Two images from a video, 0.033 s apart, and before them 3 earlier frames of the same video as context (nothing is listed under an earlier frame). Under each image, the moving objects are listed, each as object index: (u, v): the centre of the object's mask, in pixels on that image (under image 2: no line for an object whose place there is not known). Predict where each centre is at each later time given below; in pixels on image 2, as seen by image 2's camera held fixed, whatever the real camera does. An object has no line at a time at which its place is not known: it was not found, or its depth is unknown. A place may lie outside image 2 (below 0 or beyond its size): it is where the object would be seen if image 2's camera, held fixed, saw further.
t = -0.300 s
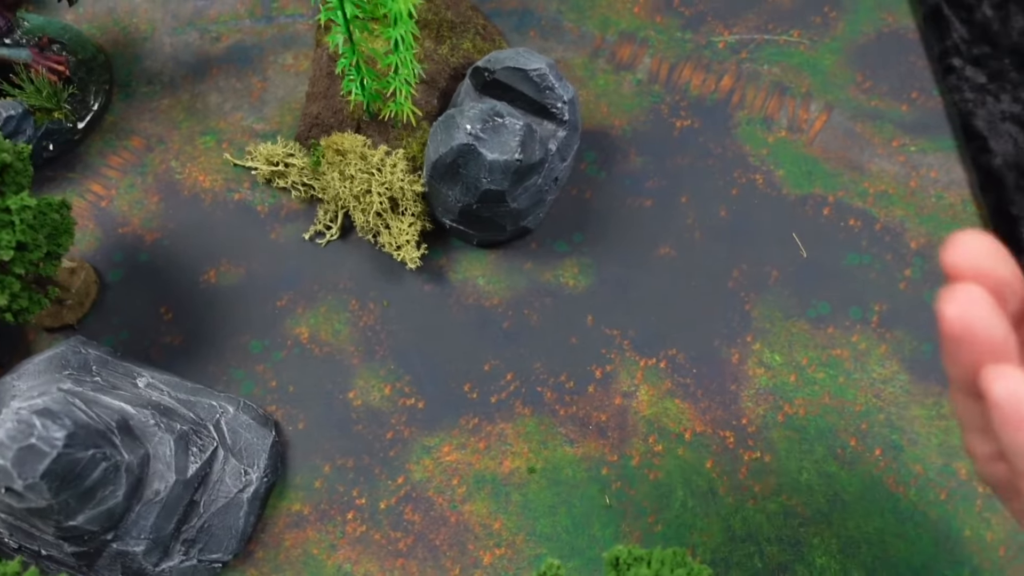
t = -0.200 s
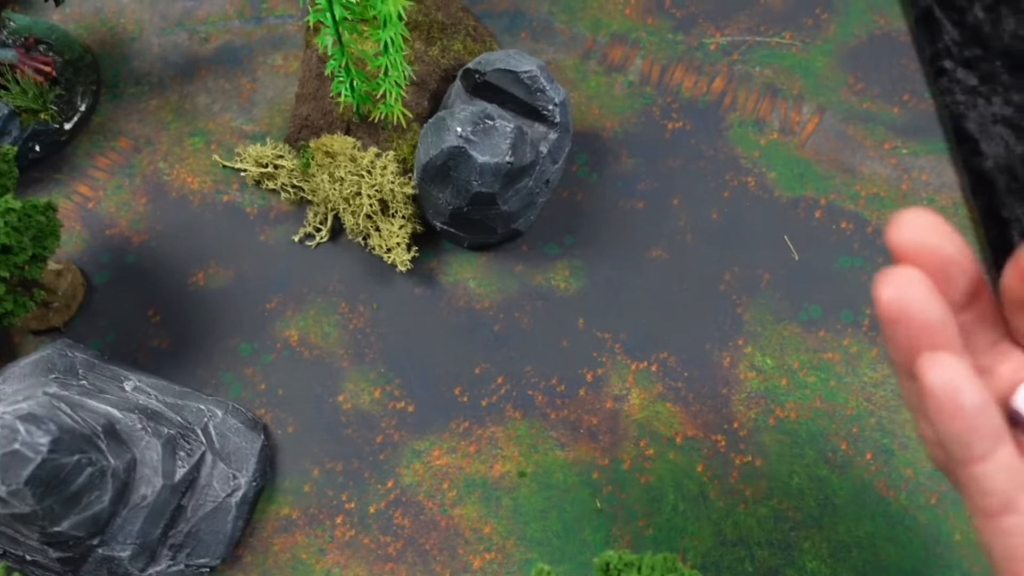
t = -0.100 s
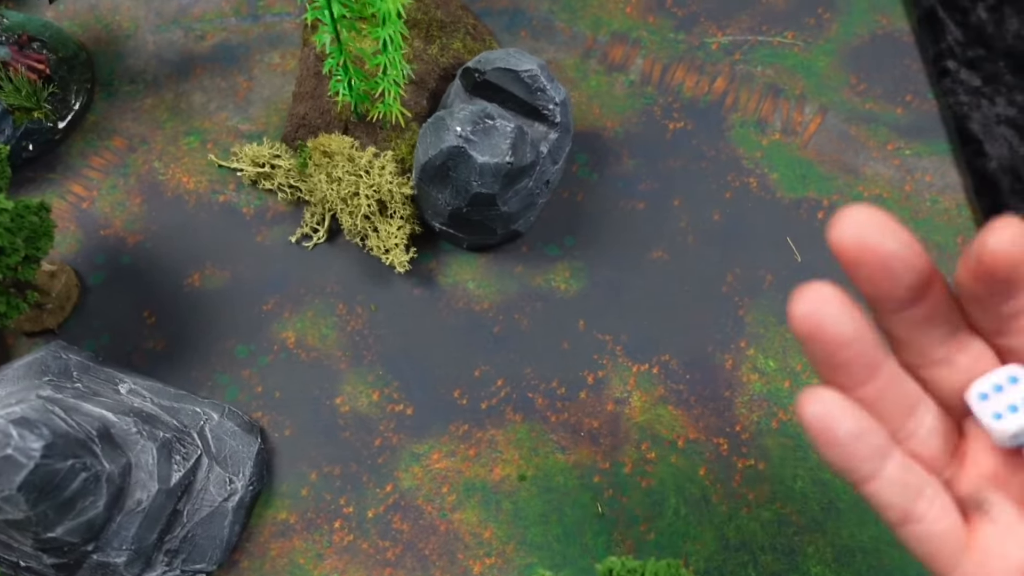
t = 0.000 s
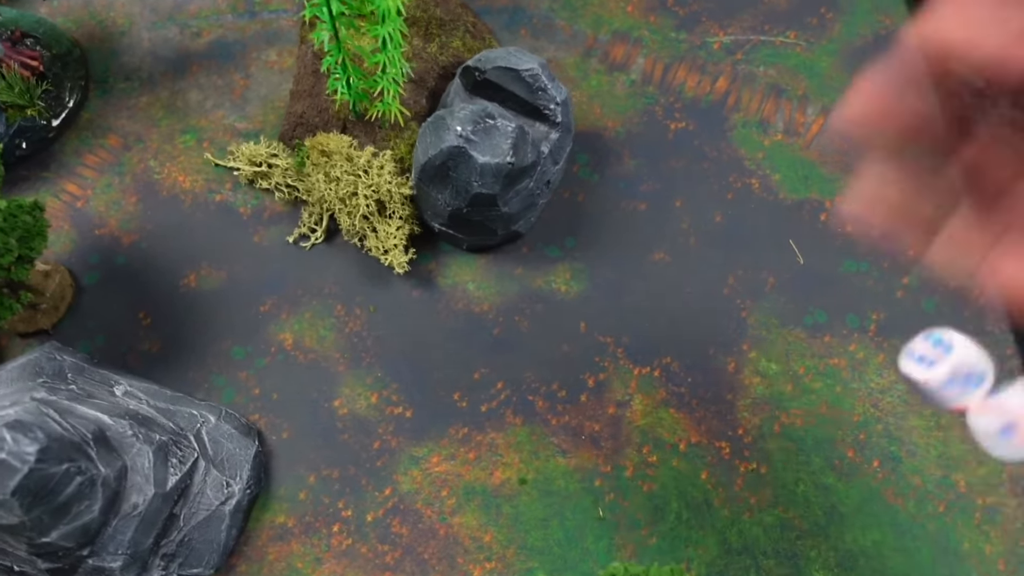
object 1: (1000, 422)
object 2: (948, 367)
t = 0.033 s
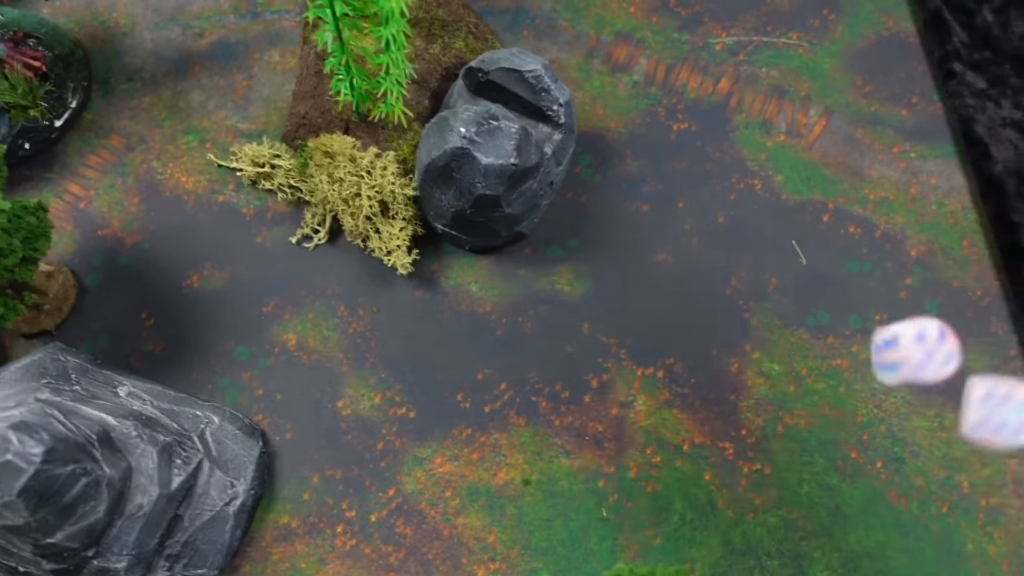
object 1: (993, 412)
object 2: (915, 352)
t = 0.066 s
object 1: (960, 410)
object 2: (867, 349)
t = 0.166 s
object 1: (789, 452)
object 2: (719, 367)
